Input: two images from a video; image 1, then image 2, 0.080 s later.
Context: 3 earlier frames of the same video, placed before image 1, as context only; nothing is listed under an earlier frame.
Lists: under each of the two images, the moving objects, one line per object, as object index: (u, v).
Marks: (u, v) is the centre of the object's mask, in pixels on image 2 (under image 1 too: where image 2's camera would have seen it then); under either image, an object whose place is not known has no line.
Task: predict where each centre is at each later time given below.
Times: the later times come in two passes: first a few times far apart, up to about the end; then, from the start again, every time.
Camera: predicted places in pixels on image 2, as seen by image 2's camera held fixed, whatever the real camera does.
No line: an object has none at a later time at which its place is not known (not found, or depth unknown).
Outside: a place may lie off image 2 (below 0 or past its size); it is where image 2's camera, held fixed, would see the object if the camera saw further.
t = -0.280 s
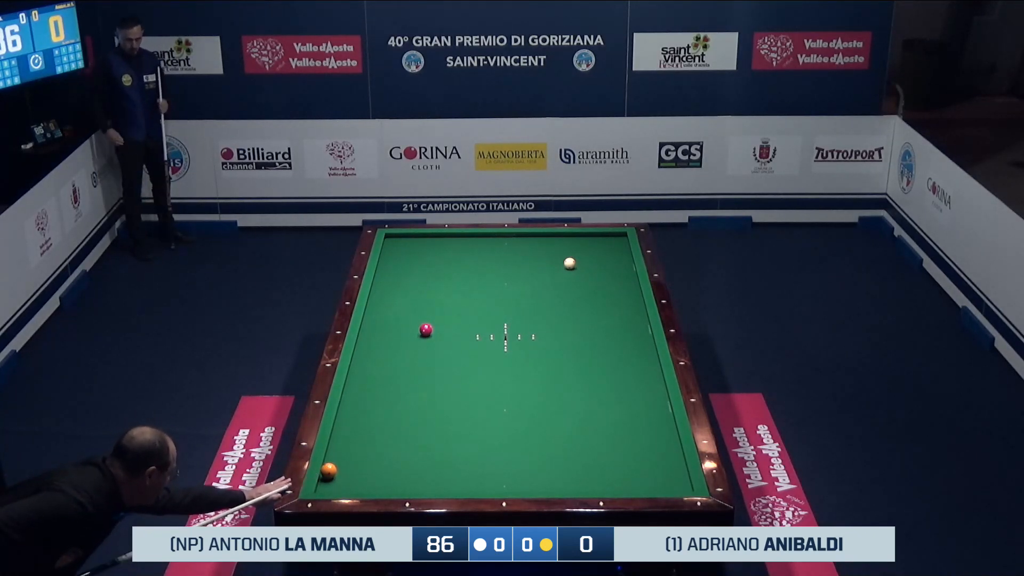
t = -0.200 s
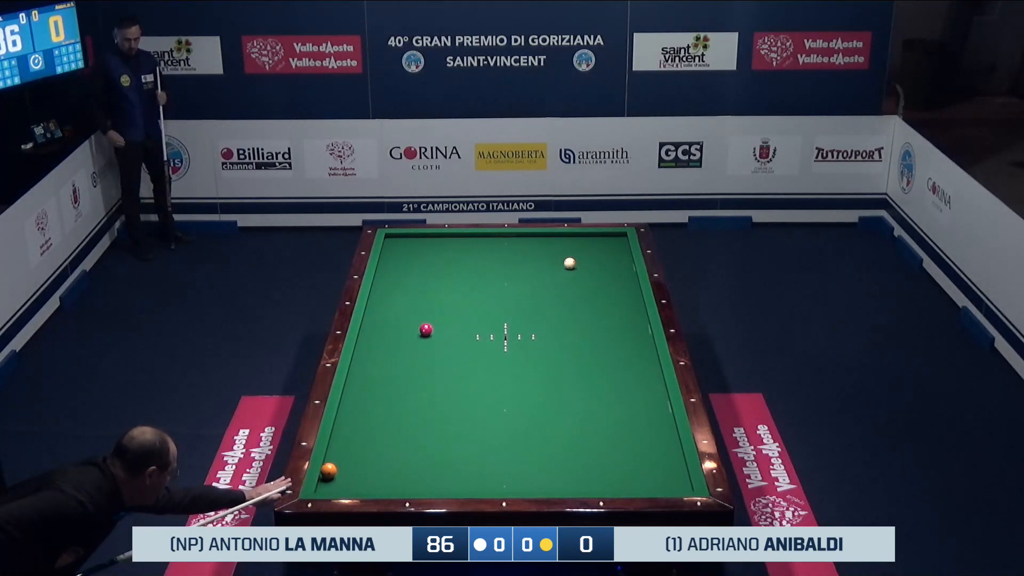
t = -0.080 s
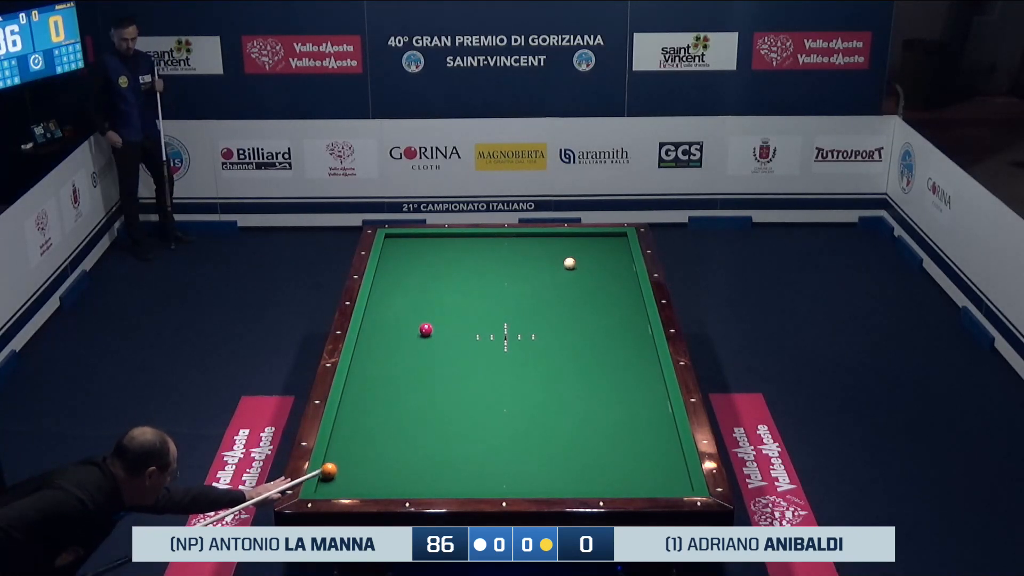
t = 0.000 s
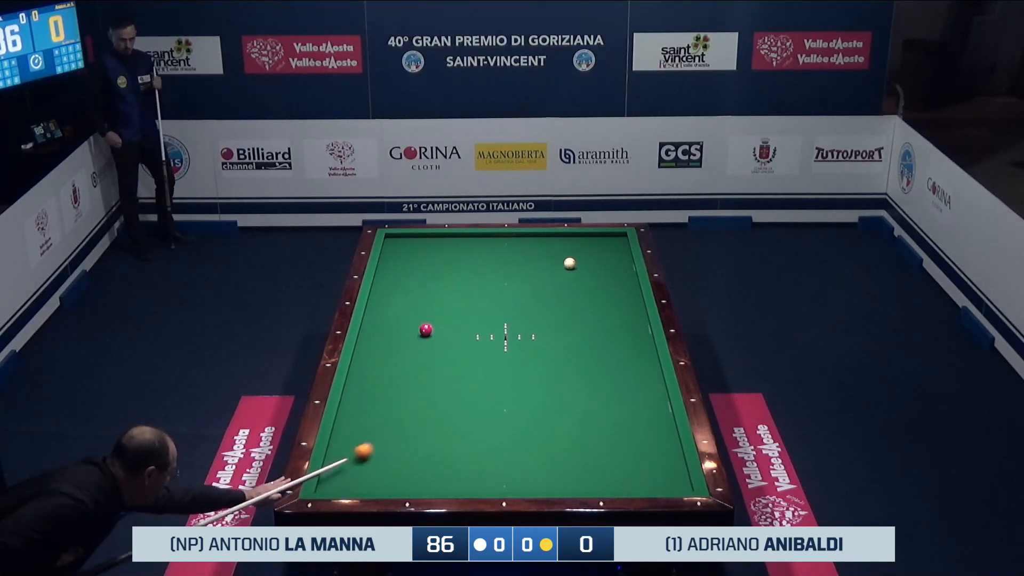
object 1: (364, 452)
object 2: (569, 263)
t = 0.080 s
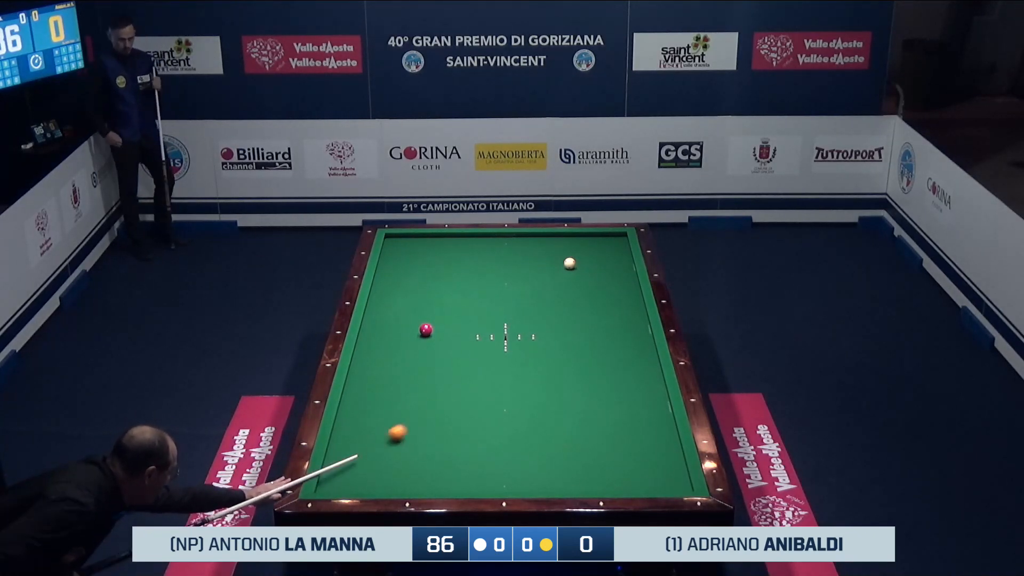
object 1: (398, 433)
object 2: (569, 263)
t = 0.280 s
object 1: (473, 391)
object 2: (570, 263)
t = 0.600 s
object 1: (576, 335)
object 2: (570, 263)
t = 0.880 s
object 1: (627, 295)
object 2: (570, 263)
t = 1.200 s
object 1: (562, 268)
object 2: (571, 260)
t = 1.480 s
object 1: (515, 261)
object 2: (575, 243)
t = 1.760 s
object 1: (471, 254)
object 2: (579, 237)
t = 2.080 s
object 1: (422, 246)
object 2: (586, 246)
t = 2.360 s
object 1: (393, 240)
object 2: (592, 254)
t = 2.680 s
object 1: (420, 236)
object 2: (599, 263)
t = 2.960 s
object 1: (437, 236)
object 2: (605, 271)
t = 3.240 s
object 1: (452, 237)
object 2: (611, 279)
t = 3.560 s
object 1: (468, 239)
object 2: (617, 288)
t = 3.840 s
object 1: (482, 240)
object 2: (623, 296)
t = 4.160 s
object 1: (498, 241)
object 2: (630, 305)
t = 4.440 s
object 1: (511, 242)
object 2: (635, 312)
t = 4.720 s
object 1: (523, 243)
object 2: (641, 320)
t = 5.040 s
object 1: (537, 244)
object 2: (644, 328)
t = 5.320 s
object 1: (548, 245)
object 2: (643, 335)
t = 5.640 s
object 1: (560, 246)
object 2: (642, 342)
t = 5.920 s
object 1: (570, 247)
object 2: (642, 349)
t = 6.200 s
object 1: (580, 248)
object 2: (641, 356)
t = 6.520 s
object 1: (590, 249)
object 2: (641, 363)
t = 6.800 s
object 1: (598, 250)
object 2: (640, 369)
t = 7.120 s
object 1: (607, 250)
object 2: (639, 376)
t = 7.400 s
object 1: (614, 251)
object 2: (638, 382)
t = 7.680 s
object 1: (621, 251)
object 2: (637, 387)
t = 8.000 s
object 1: (625, 252)
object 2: (636, 393)
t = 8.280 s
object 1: (623, 252)
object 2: (635, 398)
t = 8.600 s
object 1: (620, 252)
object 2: (634, 403)
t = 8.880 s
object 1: (618, 252)
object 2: (633, 407)
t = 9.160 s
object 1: (617, 252)
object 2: (632, 411)
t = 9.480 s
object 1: (616, 252)
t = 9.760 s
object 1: (616, 252)
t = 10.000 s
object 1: (616, 252)
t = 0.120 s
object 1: (414, 424)
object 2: (569, 263)
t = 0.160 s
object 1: (429, 416)
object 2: (569, 263)
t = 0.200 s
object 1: (444, 408)
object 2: (570, 263)
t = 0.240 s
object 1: (459, 399)
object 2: (569, 263)
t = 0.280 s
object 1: (473, 391)
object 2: (570, 263)
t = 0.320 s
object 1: (487, 384)
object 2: (570, 263)
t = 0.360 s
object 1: (501, 376)
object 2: (569, 263)
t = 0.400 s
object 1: (514, 369)
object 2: (570, 263)
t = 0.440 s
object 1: (527, 362)
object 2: (570, 263)
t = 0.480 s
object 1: (540, 355)
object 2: (570, 263)
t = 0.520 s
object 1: (552, 348)
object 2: (570, 263)
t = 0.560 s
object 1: (564, 342)
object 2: (570, 263)
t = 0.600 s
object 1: (576, 335)
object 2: (570, 263)
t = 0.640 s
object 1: (587, 329)
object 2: (570, 263)
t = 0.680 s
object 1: (599, 323)
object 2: (570, 263)
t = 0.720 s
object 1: (610, 317)
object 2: (570, 263)
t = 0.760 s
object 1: (620, 311)
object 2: (569, 263)
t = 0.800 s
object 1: (631, 305)
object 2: (569, 263)
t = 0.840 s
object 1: (638, 300)
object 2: (570, 263)
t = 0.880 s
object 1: (627, 295)
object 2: (570, 263)
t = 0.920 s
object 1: (617, 292)
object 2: (570, 263)
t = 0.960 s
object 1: (607, 287)
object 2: (570, 263)
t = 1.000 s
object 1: (599, 284)
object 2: (570, 263)
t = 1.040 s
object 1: (590, 280)
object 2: (569, 263)
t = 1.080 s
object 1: (583, 276)
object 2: (569, 263)
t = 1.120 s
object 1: (576, 272)
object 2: (569, 263)
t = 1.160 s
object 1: (570, 269)
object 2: (569, 260)
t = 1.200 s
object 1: (562, 268)
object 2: (571, 260)
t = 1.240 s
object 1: (556, 267)
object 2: (571, 257)
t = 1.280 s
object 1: (549, 266)
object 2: (572, 255)
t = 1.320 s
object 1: (542, 266)
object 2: (573, 252)
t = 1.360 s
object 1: (535, 264)
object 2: (573, 250)
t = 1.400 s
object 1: (528, 263)
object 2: (574, 247)
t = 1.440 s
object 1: (522, 262)
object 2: (574, 245)
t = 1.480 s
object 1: (515, 261)
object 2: (575, 243)
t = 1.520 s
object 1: (509, 260)
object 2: (575, 241)
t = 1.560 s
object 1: (502, 259)
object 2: (576, 240)
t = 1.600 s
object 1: (496, 258)
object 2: (576, 238)
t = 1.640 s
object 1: (490, 257)
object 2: (577, 236)
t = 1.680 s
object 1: (483, 256)
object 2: (578, 234)
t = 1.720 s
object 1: (477, 255)
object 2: (578, 236)
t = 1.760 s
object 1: (471, 254)
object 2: (579, 237)
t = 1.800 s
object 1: (465, 253)
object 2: (580, 238)
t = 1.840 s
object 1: (458, 252)
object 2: (581, 240)
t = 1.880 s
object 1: (452, 251)
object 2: (582, 241)
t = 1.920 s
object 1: (446, 250)
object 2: (583, 242)
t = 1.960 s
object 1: (440, 249)
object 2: (584, 243)
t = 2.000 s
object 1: (434, 248)
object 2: (584, 244)
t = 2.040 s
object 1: (428, 247)
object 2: (585, 245)
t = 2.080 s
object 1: (422, 246)
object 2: (586, 246)
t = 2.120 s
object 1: (416, 245)
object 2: (587, 247)
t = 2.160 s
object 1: (411, 244)
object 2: (588, 248)
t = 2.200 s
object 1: (405, 243)
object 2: (589, 249)
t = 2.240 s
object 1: (399, 242)
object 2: (589, 250)
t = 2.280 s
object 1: (393, 241)
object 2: (590, 252)
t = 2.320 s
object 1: (389, 240)
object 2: (591, 253)
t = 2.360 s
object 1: (393, 240)
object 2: (592, 254)
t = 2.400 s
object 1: (398, 239)
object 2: (593, 255)
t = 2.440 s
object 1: (402, 239)
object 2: (594, 256)
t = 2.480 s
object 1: (405, 239)
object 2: (594, 257)
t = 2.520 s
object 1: (408, 238)
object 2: (595, 258)
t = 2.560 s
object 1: (411, 238)
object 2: (596, 259)
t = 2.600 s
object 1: (414, 237)
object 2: (597, 261)
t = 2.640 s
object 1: (417, 237)
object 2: (598, 262)
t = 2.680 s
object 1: (420, 236)
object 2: (599, 263)
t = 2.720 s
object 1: (423, 236)
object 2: (600, 264)
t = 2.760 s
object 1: (425, 236)
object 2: (600, 265)
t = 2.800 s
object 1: (428, 236)
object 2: (601, 266)
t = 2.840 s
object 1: (430, 236)
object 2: (602, 267)
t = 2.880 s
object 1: (432, 236)
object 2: (603, 269)
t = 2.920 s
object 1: (434, 236)
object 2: (604, 270)
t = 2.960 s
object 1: (437, 236)
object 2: (605, 271)
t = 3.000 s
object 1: (439, 236)
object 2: (606, 272)
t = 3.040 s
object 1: (441, 237)
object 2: (607, 273)
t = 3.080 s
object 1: (443, 237)
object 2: (607, 274)
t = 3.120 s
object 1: (445, 237)
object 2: (608, 275)
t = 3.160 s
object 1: (447, 237)
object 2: (609, 276)
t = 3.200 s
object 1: (450, 237)
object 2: (610, 278)
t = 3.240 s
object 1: (452, 237)
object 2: (611, 279)
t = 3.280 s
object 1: (454, 237)
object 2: (612, 280)
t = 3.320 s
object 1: (456, 238)
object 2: (612, 281)
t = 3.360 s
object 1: (458, 238)
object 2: (613, 282)
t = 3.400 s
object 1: (460, 238)
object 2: (614, 283)
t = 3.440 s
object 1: (462, 238)
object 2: (615, 284)
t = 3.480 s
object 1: (464, 238)
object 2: (616, 285)
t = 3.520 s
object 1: (466, 238)
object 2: (616, 286)
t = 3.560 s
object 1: (468, 239)
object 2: (617, 288)
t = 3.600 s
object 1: (470, 239)
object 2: (618, 289)
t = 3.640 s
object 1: (472, 239)
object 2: (619, 290)
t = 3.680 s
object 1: (474, 239)
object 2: (620, 291)
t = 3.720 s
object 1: (476, 239)
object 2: (621, 292)
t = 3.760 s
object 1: (478, 240)
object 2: (622, 293)
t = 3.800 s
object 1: (480, 240)
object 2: (623, 294)
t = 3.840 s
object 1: (482, 240)
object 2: (623, 296)
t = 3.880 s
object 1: (484, 240)
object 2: (624, 297)
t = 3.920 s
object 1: (486, 240)
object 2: (625, 298)
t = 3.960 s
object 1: (488, 240)
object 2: (626, 299)
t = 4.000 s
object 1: (490, 241)
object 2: (627, 300)
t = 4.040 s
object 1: (492, 241)
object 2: (627, 301)
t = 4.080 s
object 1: (494, 241)
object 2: (628, 302)
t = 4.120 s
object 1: (496, 241)
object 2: (629, 303)
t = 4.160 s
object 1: (498, 241)
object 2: (630, 305)
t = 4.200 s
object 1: (500, 241)
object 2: (631, 306)
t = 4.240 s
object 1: (501, 242)
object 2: (631, 307)
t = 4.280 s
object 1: (503, 242)
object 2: (632, 308)
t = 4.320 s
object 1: (505, 242)
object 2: (633, 309)
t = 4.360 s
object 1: (507, 242)
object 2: (634, 310)
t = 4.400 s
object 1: (509, 242)
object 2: (635, 311)
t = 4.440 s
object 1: (511, 242)
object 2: (635, 312)
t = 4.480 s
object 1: (512, 242)
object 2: (636, 313)
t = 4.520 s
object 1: (514, 242)
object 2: (637, 314)
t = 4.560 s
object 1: (516, 243)
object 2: (638, 316)
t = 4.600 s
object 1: (518, 243)
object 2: (639, 317)
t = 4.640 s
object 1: (520, 243)
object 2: (640, 318)
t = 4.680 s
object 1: (521, 243)
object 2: (641, 319)
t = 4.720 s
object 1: (523, 243)
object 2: (641, 320)
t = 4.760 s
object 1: (525, 243)
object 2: (642, 321)
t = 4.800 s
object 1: (527, 243)
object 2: (643, 322)
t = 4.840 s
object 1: (528, 244)
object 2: (644, 323)
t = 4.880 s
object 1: (530, 244)
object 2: (644, 324)
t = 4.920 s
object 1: (532, 244)
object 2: (644, 325)
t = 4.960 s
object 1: (533, 244)
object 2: (644, 326)
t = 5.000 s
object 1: (535, 244)
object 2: (644, 327)
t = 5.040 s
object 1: (537, 244)
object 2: (644, 328)
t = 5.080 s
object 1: (538, 244)
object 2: (644, 329)
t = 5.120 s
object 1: (540, 245)
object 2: (644, 330)
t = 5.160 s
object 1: (542, 245)
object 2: (644, 331)
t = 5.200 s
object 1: (543, 245)
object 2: (644, 332)
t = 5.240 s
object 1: (545, 245)
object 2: (643, 333)
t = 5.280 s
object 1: (546, 245)
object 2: (643, 334)
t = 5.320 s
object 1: (548, 245)
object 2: (643, 335)
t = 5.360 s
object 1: (549, 245)
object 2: (643, 336)
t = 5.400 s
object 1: (551, 245)
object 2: (643, 337)
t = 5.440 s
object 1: (553, 246)
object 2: (643, 338)
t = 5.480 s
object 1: (554, 246)
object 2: (643, 339)
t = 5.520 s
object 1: (556, 246)
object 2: (643, 340)
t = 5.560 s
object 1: (557, 246)
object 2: (643, 341)
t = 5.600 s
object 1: (559, 246)
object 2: (642, 342)
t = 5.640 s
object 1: (560, 246)
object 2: (642, 342)
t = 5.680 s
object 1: (562, 246)
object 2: (642, 344)
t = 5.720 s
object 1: (563, 247)
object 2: (642, 345)
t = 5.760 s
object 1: (565, 247)
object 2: (642, 345)
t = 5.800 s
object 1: (566, 247)
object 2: (642, 346)
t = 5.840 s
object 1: (568, 247)
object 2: (642, 347)
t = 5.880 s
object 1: (569, 247)
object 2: (642, 348)
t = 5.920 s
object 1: (570, 247)
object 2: (642, 349)
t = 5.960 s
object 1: (572, 247)
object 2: (642, 350)
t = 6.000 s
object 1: (573, 247)
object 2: (642, 351)
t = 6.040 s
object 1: (575, 247)
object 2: (641, 352)
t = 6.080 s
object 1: (576, 247)
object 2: (641, 353)
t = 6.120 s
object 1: (577, 248)
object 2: (641, 354)
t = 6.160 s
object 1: (579, 248)
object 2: (641, 355)
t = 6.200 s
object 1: (580, 248)
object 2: (641, 356)
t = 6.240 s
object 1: (581, 248)
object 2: (641, 357)
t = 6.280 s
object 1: (582, 248)
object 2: (641, 358)
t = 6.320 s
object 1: (583, 248)
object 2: (641, 358)
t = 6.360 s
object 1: (585, 248)
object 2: (641, 359)
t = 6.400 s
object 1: (586, 248)
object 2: (641, 360)
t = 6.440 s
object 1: (587, 248)
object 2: (641, 361)
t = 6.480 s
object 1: (589, 248)
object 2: (641, 362)
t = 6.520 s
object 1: (590, 249)
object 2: (641, 363)
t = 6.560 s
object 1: (591, 249)
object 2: (641, 364)
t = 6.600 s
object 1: (592, 249)
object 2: (640, 365)
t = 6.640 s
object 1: (594, 249)
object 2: (640, 366)
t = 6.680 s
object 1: (595, 249)
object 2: (640, 367)
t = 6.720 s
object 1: (596, 249)
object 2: (640, 367)
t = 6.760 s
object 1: (597, 249)
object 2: (640, 368)
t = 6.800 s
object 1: (598, 250)
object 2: (640, 369)
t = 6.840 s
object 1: (599, 250)
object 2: (640, 370)
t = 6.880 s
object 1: (600, 250)
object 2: (639, 371)
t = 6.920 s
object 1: (602, 250)
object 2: (639, 372)
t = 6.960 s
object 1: (603, 250)
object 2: (639, 373)
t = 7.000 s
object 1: (604, 250)
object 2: (639, 374)
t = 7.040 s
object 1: (605, 250)
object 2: (639, 375)
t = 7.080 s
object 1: (606, 250)
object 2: (639, 375)
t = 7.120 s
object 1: (607, 250)
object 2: (639, 376)
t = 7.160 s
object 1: (608, 250)
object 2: (639, 377)
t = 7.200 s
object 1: (609, 250)
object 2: (638, 378)
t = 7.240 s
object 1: (610, 251)
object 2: (638, 379)
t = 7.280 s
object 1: (611, 251)
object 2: (638, 379)
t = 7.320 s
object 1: (612, 251)
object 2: (638, 380)
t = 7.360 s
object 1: (613, 251)
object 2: (638, 381)
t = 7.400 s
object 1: (614, 251)
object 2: (638, 382)
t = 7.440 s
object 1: (615, 251)
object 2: (638, 383)
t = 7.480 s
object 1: (616, 251)
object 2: (638, 383)
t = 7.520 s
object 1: (617, 251)
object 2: (637, 384)
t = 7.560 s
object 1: (618, 251)
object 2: (637, 385)
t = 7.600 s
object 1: (619, 251)
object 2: (637, 386)
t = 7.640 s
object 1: (620, 251)
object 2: (637, 386)
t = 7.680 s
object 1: (621, 251)
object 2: (637, 387)
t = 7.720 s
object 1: (621, 251)
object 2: (637, 388)
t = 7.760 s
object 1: (622, 251)
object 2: (637, 389)
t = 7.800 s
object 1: (623, 252)
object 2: (637, 389)
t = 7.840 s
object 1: (624, 252)
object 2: (637, 390)
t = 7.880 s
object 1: (625, 252)
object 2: (636, 391)
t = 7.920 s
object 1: (625, 252)
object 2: (636, 392)
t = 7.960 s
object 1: (626, 252)
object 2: (636, 392)
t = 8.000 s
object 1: (625, 252)
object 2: (636, 393)
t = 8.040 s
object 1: (625, 252)
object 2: (636, 393)
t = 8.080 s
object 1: (625, 252)
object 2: (636, 394)
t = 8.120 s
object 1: (624, 252)
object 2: (635, 395)
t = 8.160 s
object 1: (624, 252)
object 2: (635, 396)
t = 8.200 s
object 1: (624, 252)
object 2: (635, 396)
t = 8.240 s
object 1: (624, 252)
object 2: (635, 397)
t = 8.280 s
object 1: (623, 252)
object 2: (635, 398)
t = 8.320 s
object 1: (622, 252)
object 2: (635, 398)
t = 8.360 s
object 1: (622, 252)
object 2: (635, 399)
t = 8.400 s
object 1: (622, 252)
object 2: (634, 400)
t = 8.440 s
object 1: (621, 252)
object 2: (634, 400)
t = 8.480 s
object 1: (621, 252)
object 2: (634, 401)
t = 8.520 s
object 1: (621, 252)
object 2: (634, 401)
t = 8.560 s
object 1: (621, 252)
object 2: (634, 402)
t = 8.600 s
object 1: (620, 252)
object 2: (634, 403)
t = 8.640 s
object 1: (620, 252)
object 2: (634, 403)
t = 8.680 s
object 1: (620, 252)
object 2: (633, 404)
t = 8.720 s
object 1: (619, 252)
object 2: (633, 404)
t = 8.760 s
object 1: (619, 252)
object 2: (633, 405)
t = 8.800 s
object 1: (619, 252)
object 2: (633, 406)
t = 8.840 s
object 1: (618, 252)
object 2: (633, 406)
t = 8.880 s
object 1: (618, 252)
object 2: (633, 407)
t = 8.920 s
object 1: (618, 252)
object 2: (633, 407)
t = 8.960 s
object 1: (618, 252)
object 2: (632, 408)
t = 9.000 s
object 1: (617, 252)
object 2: (632, 408)
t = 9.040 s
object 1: (617, 252)
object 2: (632, 409)
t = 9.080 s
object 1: (617, 252)
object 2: (632, 410)
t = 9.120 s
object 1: (617, 252)
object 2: (632, 410)
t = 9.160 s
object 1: (617, 252)
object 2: (632, 411)
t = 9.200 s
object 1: (617, 252)
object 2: (632, 411)
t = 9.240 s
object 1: (617, 252)
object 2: (632, 411)
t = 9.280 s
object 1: (617, 252)
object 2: (632, 412)
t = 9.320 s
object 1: (617, 252)
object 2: (632, 413)
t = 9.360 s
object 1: (616, 252)
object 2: (631, 413)
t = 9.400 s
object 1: (616, 252)
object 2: (632, 414)
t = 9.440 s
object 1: (616, 252)
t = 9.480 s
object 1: (616, 252)
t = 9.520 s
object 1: (616, 252)
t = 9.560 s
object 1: (616, 252)
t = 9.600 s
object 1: (616, 252)
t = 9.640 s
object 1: (616, 252)
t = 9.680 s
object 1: (616, 252)
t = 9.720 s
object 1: (616, 252)
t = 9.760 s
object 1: (616, 252)
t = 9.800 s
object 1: (616, 252)
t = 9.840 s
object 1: (616, 252)
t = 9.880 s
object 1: (616, 252)
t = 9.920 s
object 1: (616, 252)
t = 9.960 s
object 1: (616, 252)
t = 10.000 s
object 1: (616, 252)
